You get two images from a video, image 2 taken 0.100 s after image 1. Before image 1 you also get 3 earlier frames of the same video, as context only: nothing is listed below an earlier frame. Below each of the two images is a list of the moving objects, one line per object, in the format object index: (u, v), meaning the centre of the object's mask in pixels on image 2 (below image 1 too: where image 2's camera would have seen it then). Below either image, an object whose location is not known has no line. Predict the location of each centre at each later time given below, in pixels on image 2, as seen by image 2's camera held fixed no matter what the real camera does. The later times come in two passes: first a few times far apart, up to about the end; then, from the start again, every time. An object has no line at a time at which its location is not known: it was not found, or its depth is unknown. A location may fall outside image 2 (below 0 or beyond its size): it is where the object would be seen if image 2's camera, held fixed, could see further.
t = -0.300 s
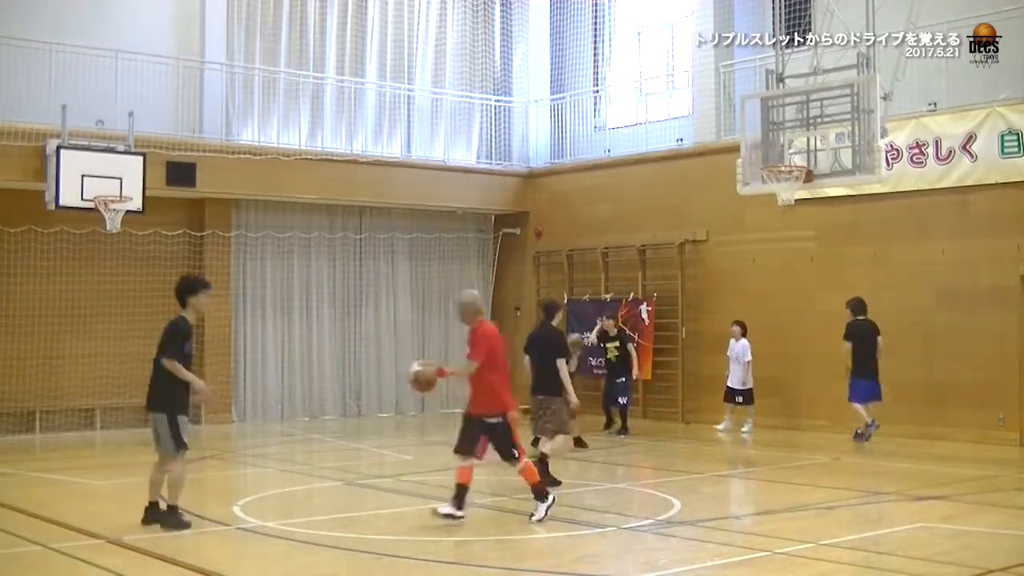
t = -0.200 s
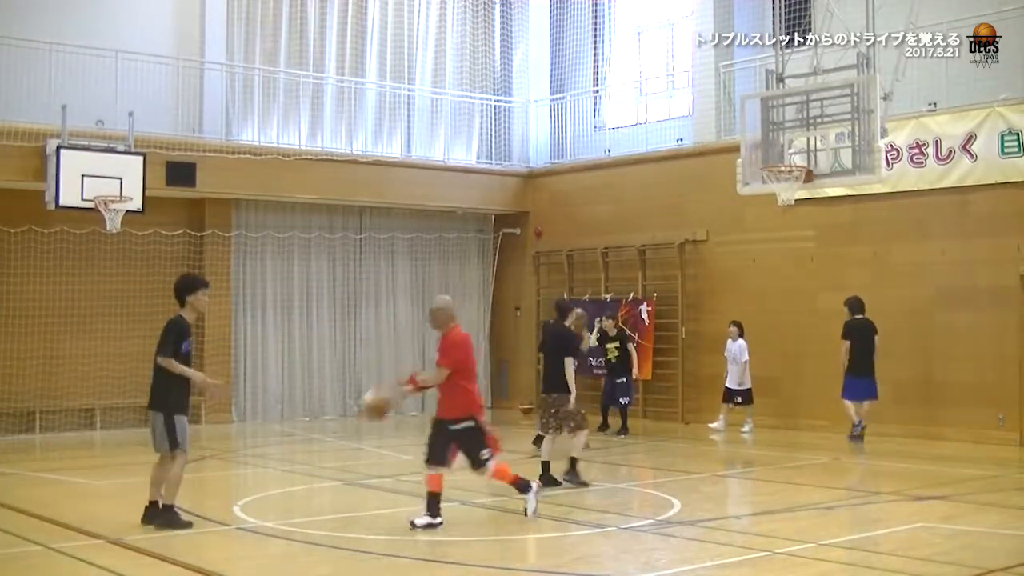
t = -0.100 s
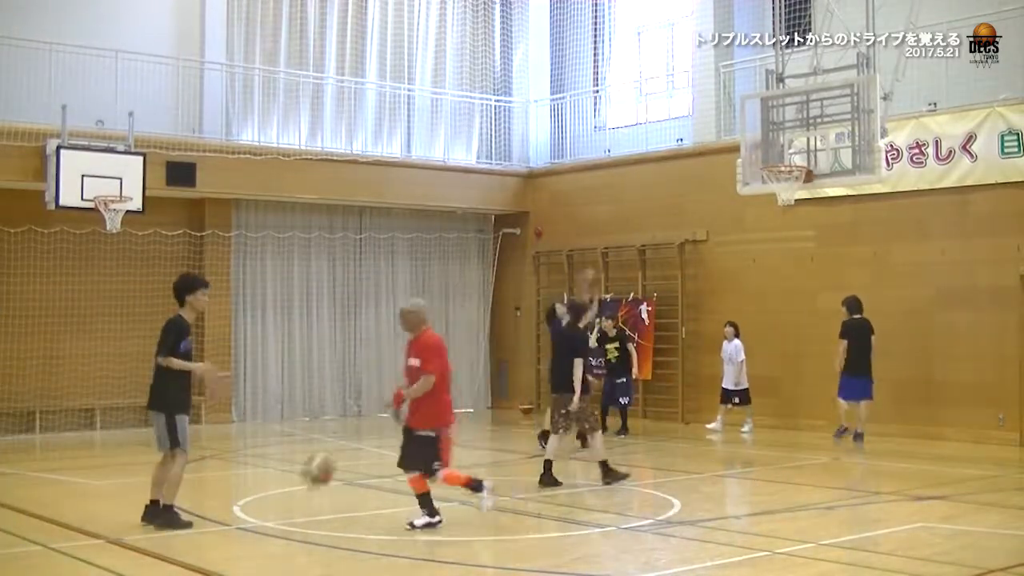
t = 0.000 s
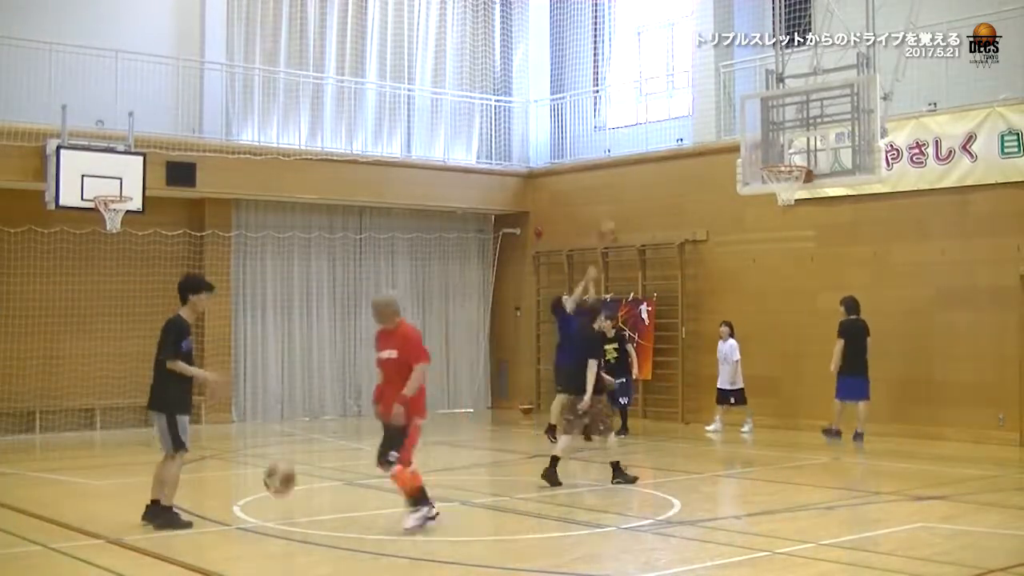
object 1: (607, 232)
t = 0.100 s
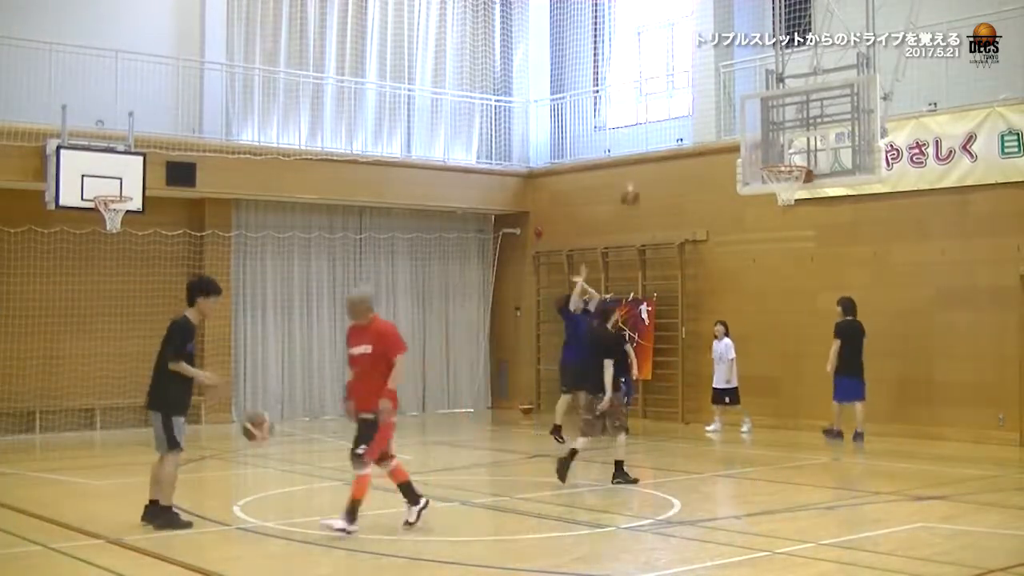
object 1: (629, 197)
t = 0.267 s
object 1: (666, 151)
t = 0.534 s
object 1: (726, 126)
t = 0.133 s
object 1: (637, 185)
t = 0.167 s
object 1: (644, 175)
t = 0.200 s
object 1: (651, 165)
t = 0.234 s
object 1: (660, 159)
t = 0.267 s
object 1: (666, 151)
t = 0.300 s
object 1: (673, 144)
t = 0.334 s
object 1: (680, 139)
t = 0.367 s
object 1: (688, 135)
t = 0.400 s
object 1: (695, 131)
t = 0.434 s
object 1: (702, 129)
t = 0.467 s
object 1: (710, 126)
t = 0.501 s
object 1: (718, 126)
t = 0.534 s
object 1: (726, 126)
